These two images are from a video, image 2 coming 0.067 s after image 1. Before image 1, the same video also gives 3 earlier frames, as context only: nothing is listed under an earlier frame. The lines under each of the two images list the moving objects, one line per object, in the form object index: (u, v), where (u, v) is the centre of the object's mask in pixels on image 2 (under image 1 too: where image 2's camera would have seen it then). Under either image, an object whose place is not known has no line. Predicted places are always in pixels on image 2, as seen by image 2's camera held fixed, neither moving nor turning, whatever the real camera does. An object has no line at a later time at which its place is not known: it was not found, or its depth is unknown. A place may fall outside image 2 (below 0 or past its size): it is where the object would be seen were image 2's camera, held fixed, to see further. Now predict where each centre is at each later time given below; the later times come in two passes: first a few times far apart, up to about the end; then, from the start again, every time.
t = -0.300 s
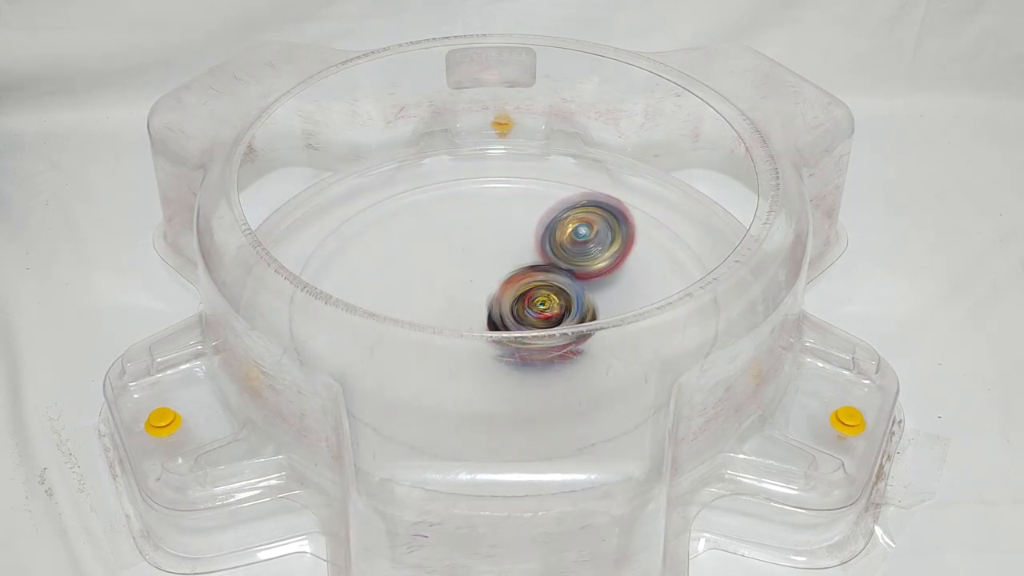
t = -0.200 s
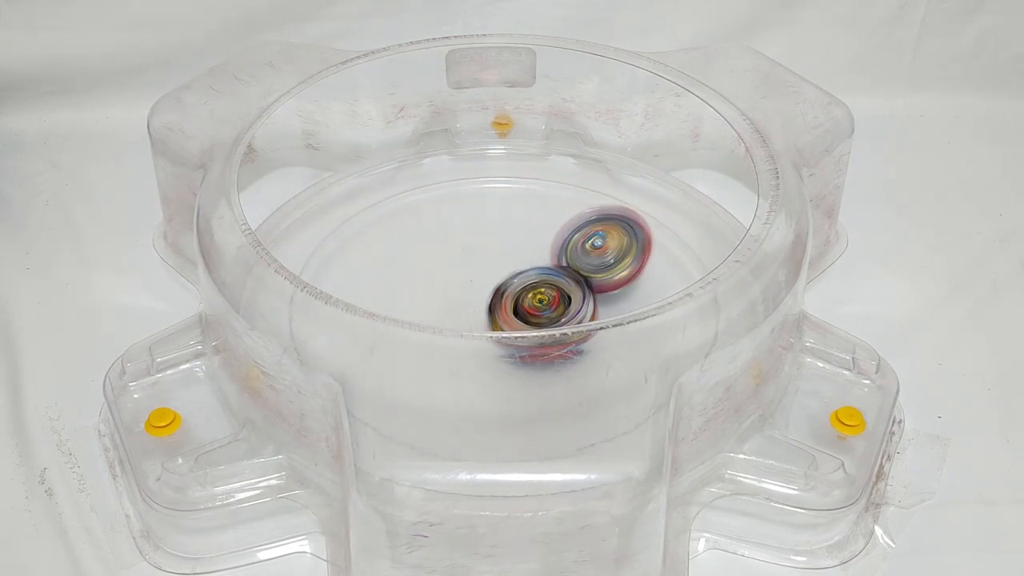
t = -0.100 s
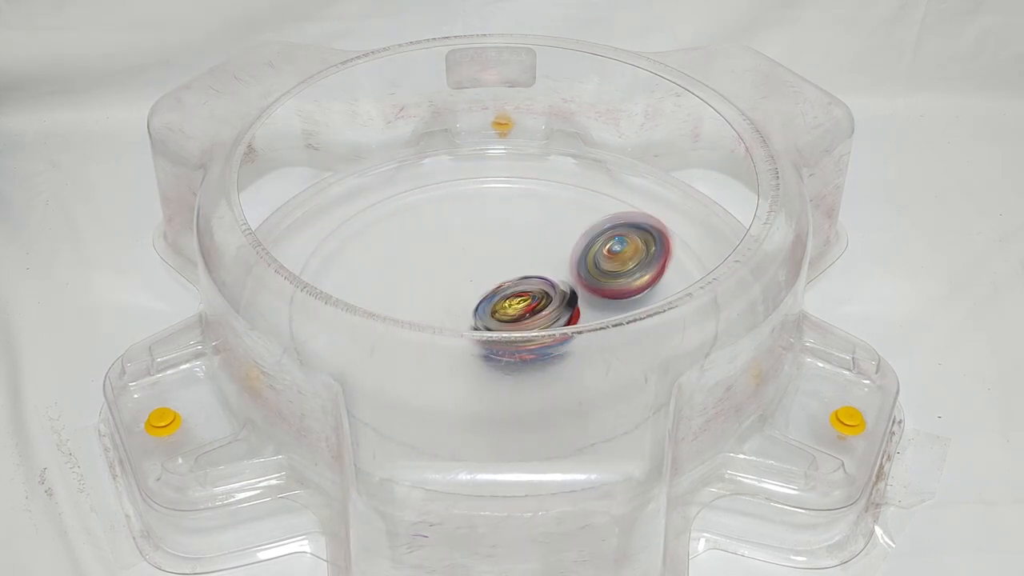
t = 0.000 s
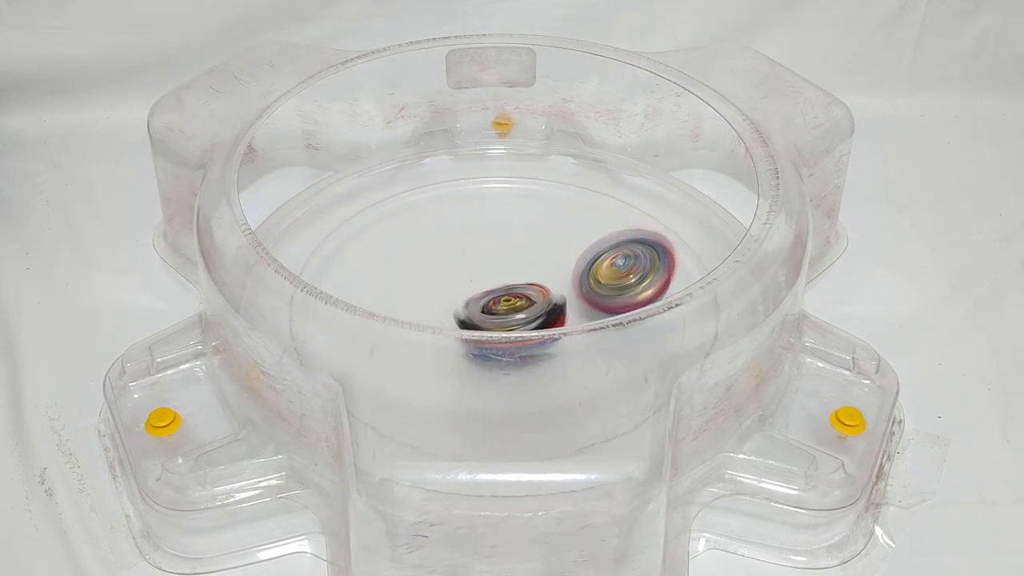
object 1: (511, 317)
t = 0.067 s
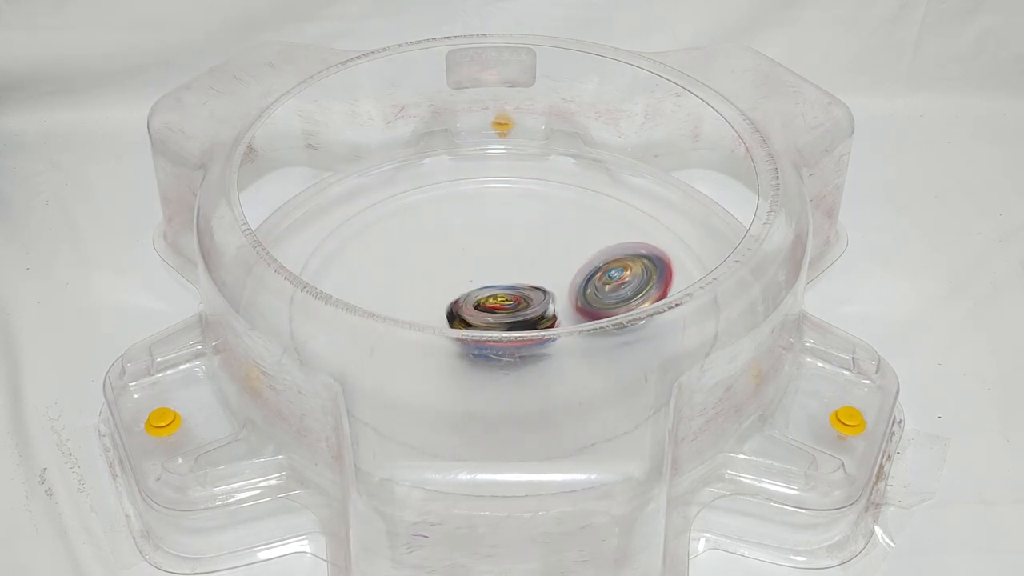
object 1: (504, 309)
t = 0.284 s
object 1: (455, 302)
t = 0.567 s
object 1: (415, 298)
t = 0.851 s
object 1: (412, 267)
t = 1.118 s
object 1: (410, 270)
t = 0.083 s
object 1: (504, 309)
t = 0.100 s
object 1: (502, 310)
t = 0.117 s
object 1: (498, 309)
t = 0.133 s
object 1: (498, 308)
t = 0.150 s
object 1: (498, 309)
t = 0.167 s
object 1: (493, 308)
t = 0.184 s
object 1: (494, 307)
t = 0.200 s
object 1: (493, 307)
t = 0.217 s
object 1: (484, 306)
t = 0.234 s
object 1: (476, 305)
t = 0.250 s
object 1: (468, 304)
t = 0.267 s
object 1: (462, 303)
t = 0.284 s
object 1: (455, 302)
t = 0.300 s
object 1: (446, 302)
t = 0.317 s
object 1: (438, 301)
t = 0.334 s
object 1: (433, 300)
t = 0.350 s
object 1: (429, 300)
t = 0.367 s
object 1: (425, 300)
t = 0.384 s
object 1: (420, 300)
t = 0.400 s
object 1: (415, 299)
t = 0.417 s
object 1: (413, 299)
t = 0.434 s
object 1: (413, 299)
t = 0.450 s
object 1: (413, 299)
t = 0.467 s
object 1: (413, 299)
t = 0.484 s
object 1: (413, 299)
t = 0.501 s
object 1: (412, 299)
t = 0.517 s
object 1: (412, 299)
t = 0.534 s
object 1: (412, 299)
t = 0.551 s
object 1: (414, 298)
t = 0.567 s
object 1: (415, 298)
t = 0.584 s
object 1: (411, 293)
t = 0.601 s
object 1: (408, 289)
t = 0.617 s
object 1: (405, 285)
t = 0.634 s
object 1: (402, 281)
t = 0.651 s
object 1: (401, 279)
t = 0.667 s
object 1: (401, 277)
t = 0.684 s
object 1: (402, 275)
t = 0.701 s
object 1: (404, 273)
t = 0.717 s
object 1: (406, 272)
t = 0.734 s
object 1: (407, 271)
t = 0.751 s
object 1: (408, 270)
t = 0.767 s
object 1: (409, 269)
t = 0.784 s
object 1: (410, 268)
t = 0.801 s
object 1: (411, 268)
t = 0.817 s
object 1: (412, 267)
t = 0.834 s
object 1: (412, 267)
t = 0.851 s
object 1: (412, 267)
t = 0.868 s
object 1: (412, 267)
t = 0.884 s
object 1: (413, 267)
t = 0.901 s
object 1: (413, 267)
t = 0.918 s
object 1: (413, 268)
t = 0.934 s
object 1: (413, 268)
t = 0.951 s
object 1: (412, 269)
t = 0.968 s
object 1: (412, 270)
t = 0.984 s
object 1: (412, 270)
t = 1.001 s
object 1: (412, 271)
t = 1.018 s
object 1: (412, 272)
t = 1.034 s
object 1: (411, 272)
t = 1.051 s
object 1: (410, 272)
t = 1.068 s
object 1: (409, 272)
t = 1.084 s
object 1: (408, 272)
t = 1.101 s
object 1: (409, 272)
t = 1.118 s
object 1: (410, 270)
